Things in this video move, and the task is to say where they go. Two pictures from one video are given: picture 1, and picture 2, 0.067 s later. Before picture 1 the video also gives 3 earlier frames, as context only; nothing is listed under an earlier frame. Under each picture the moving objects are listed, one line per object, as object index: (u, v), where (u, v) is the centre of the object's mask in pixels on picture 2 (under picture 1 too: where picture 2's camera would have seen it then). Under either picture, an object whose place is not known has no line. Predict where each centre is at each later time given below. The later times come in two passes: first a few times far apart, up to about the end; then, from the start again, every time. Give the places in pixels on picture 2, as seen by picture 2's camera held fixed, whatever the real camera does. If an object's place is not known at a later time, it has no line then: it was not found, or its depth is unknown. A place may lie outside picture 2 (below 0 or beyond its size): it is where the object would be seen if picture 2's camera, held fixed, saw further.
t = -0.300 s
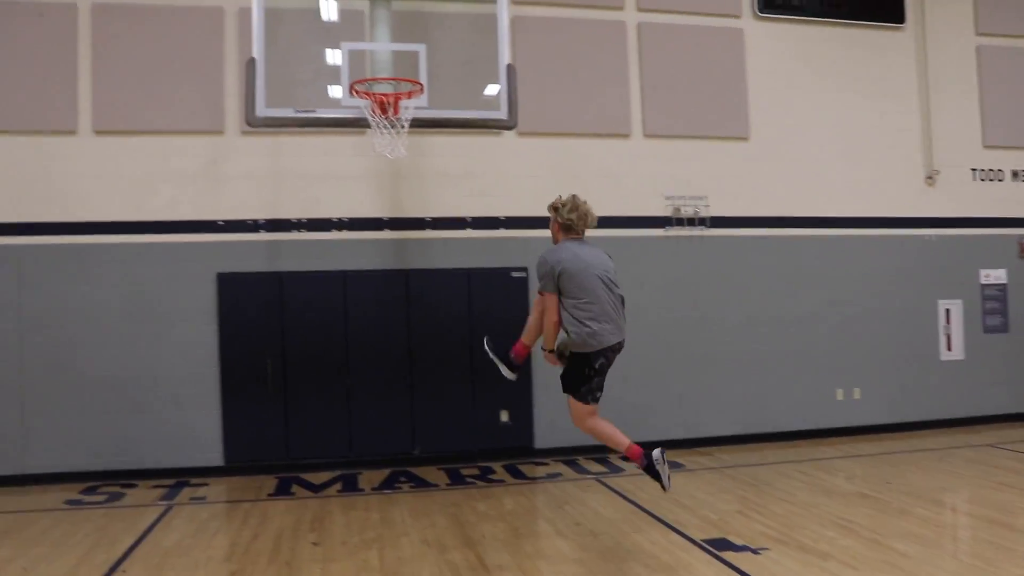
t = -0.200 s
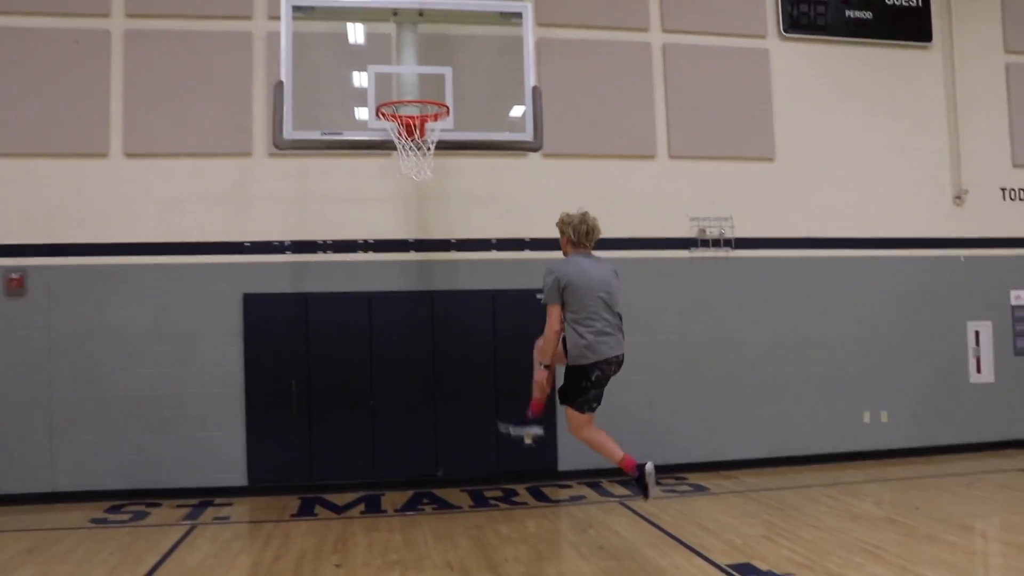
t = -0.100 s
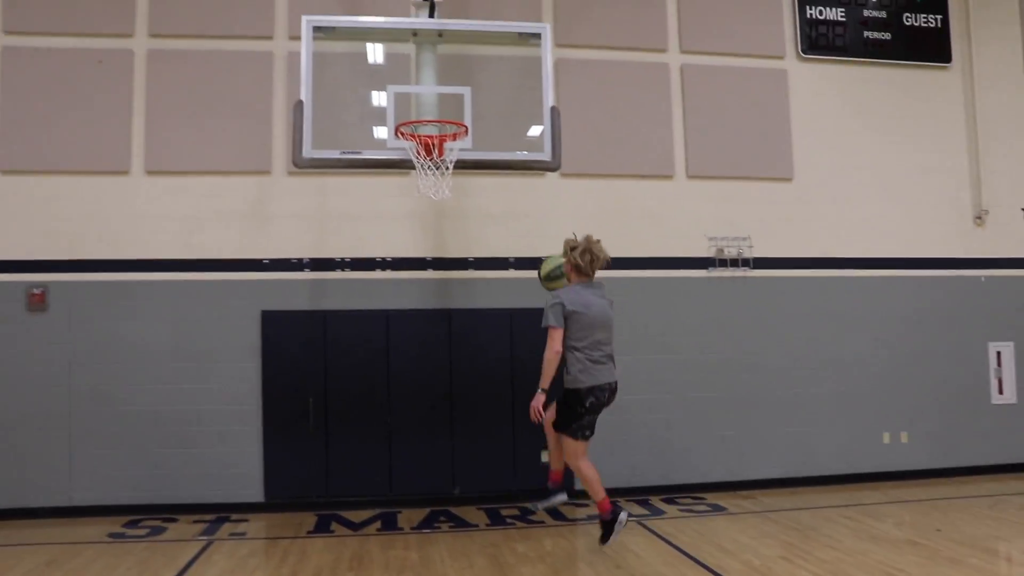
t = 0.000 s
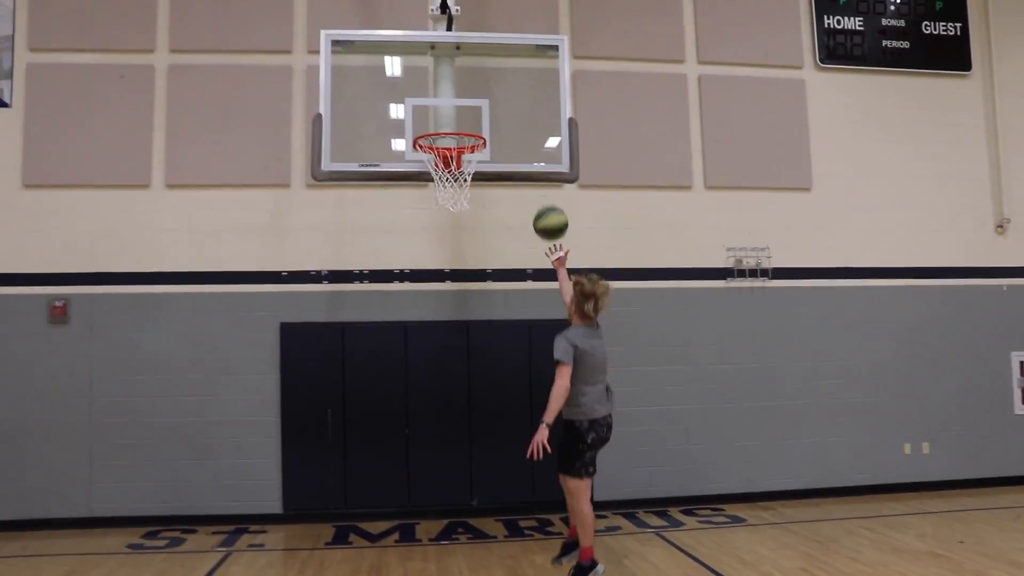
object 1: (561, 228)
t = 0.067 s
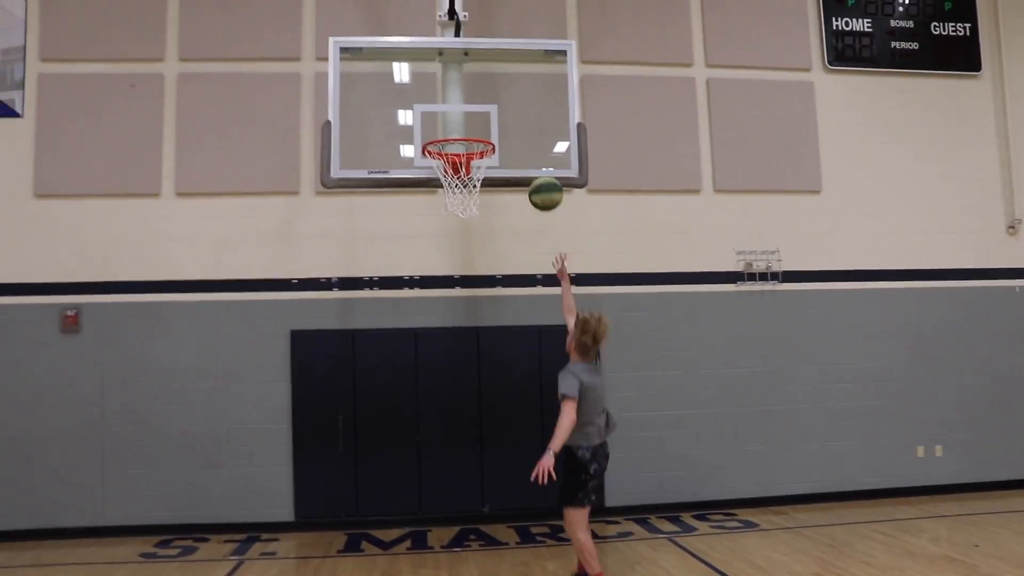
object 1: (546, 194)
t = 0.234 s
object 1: (512, 137)
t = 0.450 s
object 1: (483, 106)
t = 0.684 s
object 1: (455, 139)
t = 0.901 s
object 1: (445, 193)
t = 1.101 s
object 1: (452, 270)
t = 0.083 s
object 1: (542, 186)
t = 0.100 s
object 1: (539, 179)
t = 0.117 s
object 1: (535, 172)
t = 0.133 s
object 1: (532, 166)
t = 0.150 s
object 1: (529, 161)
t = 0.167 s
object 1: (525, 155)
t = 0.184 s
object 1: (522, 150)
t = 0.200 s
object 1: (519, 146)
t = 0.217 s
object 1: (515, 141)
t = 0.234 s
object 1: (512, 137)
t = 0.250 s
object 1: (509, 133)
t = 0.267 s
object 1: (506, 131)
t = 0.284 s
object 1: (504, 128)
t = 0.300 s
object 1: (501, 125)
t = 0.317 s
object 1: (499, 121)
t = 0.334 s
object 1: (497, 118)
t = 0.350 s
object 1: (495, 116)
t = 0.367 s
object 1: (493, 113)
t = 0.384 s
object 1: (491, 111)
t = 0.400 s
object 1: (490, 110)
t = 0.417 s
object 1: (487, 108)
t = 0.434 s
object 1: (485, 107)
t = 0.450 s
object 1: (483, 106)
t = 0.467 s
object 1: (481, 106)
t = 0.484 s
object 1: (479, 106)
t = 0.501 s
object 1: (477, 107)
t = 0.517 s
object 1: (475, 108)
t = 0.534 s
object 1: (473, 110)
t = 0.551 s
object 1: (471, 111)
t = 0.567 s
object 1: (469, 113)
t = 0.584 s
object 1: (467, 116)
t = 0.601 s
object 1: (465, 119)
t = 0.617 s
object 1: (463, 122)
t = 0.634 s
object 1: (461, 125)
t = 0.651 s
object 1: (459, 130)
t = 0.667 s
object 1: (457, 135)
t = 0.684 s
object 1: (455, 139)
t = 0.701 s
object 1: (452, 145)
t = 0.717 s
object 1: (451, 152)
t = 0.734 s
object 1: (448, 157)
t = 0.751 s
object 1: (447, 163)
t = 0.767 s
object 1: (446, 166)
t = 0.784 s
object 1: (444, 171)
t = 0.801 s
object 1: (444, 175)
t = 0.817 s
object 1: (444, 177)
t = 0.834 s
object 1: (444, 180)
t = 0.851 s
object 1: (444, 182)
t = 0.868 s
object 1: (443, 185)
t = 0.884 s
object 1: (443, 193)
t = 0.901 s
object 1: (445, 193)
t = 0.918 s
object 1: (445, 196)
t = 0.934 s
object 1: (446, 200)
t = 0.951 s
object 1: (446, 205)
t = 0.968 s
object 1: (446, 211)
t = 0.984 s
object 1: (447, 217)
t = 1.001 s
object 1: (447, 223)
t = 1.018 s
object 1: (448, 230)
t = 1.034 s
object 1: (449, 237)
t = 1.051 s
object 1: (450, 245)
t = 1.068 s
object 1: (450, 253)
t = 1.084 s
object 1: (451, 261)
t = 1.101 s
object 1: (452, 270)
